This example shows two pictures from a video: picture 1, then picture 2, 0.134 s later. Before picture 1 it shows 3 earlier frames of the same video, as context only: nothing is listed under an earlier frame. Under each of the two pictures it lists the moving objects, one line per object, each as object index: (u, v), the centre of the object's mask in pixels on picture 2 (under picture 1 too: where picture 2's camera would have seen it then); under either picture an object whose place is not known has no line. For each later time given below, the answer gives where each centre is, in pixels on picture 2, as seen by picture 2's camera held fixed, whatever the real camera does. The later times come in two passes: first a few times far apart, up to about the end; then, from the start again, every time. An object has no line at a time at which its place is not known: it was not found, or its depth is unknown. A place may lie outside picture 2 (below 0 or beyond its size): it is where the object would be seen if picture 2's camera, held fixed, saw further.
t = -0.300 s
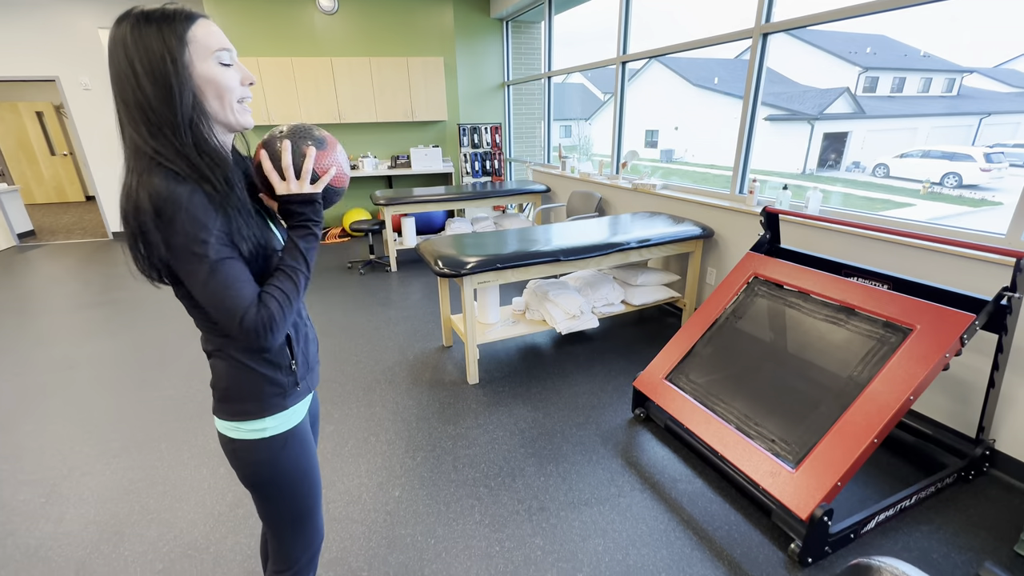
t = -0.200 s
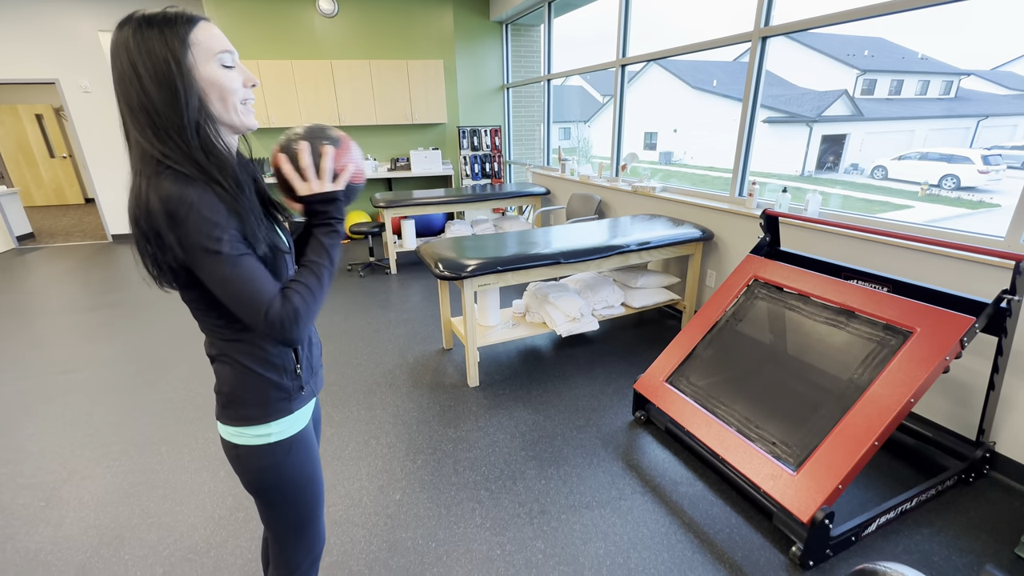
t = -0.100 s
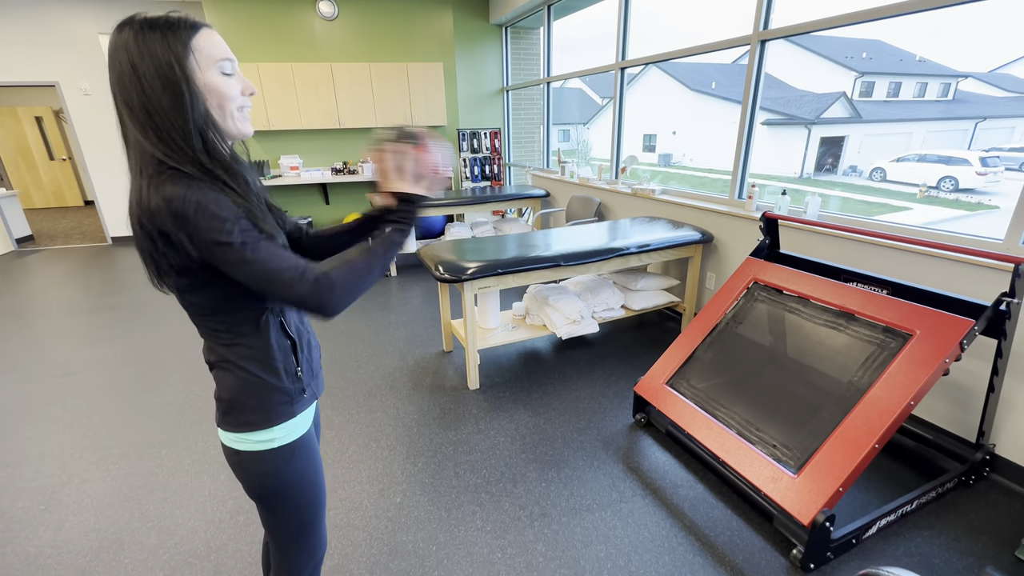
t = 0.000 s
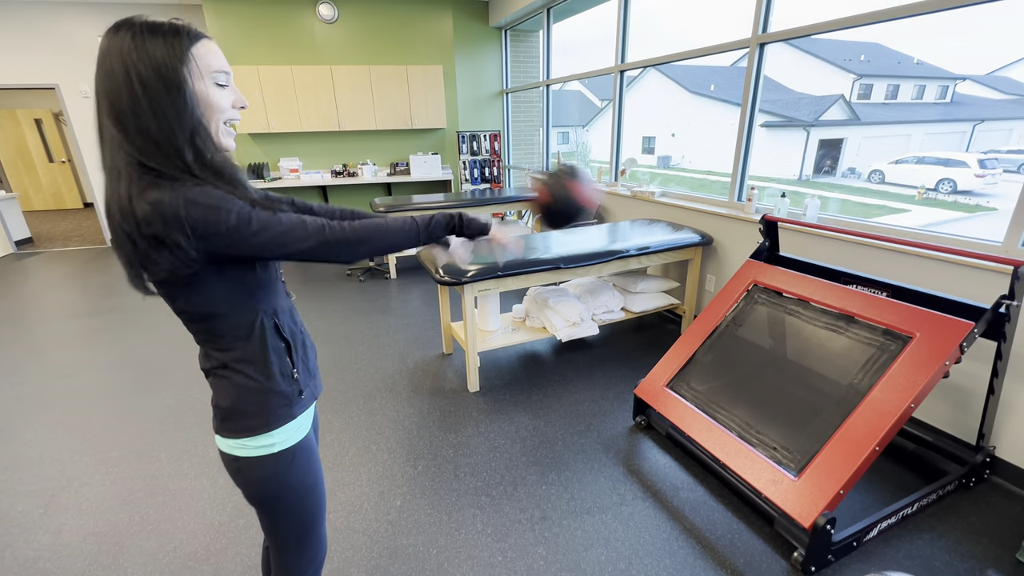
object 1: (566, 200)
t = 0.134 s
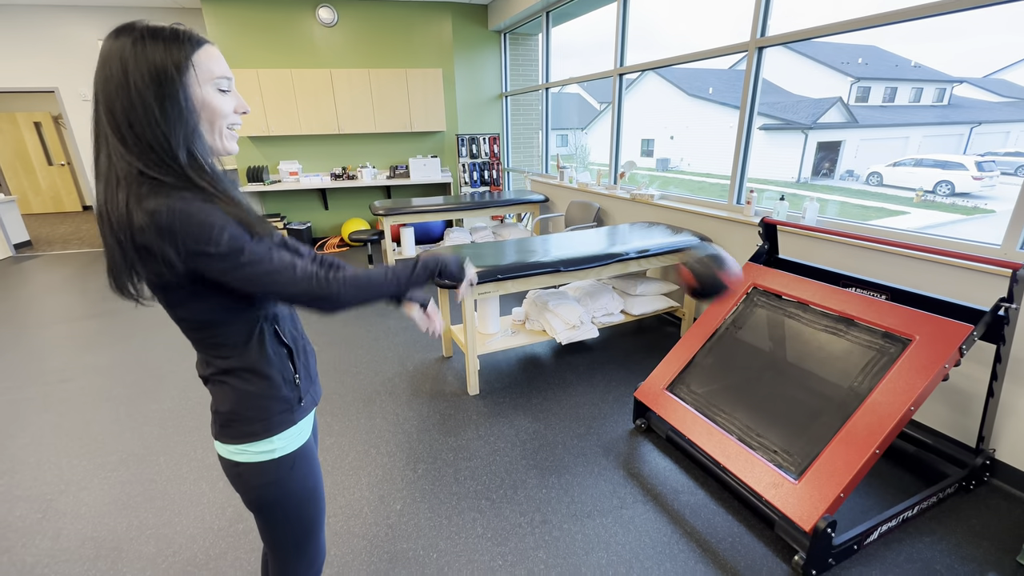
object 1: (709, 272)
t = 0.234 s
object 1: (779, 336)
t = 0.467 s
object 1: (690, 250)
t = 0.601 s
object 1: (561, 194)
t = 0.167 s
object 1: (735, 293)
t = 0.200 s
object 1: (759, 315)
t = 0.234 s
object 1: (779, 336)
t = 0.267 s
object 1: (795, 359)
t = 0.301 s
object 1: (792, 353)
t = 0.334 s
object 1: (774, 329)
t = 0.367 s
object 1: (757, 307)
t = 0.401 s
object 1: (735, 287)
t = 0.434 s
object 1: (713, 267)
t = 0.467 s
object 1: (690, 250)
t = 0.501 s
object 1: (662, 232)
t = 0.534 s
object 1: (630, 217)
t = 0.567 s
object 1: (595, 205)
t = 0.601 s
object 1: (561, 194)
